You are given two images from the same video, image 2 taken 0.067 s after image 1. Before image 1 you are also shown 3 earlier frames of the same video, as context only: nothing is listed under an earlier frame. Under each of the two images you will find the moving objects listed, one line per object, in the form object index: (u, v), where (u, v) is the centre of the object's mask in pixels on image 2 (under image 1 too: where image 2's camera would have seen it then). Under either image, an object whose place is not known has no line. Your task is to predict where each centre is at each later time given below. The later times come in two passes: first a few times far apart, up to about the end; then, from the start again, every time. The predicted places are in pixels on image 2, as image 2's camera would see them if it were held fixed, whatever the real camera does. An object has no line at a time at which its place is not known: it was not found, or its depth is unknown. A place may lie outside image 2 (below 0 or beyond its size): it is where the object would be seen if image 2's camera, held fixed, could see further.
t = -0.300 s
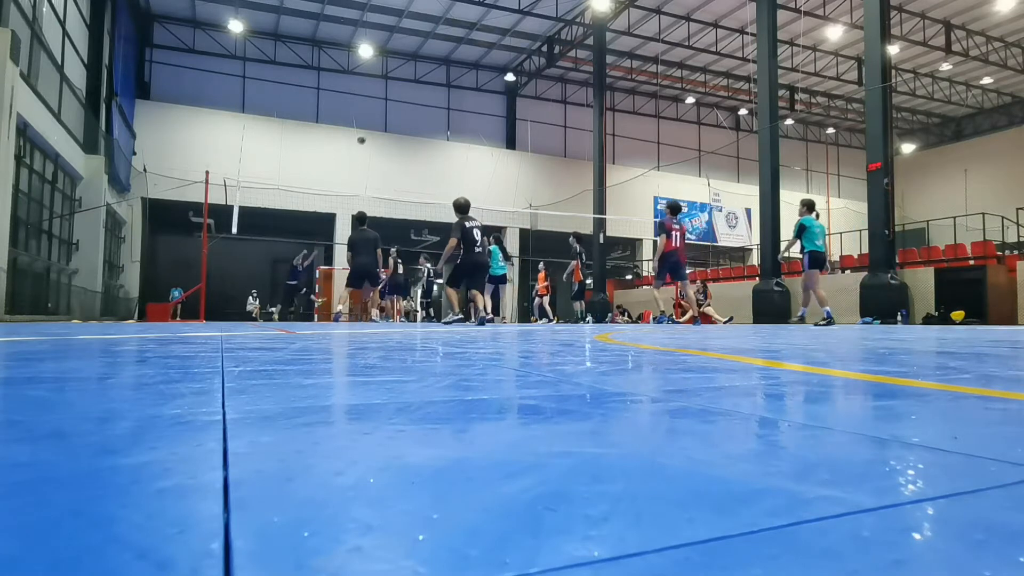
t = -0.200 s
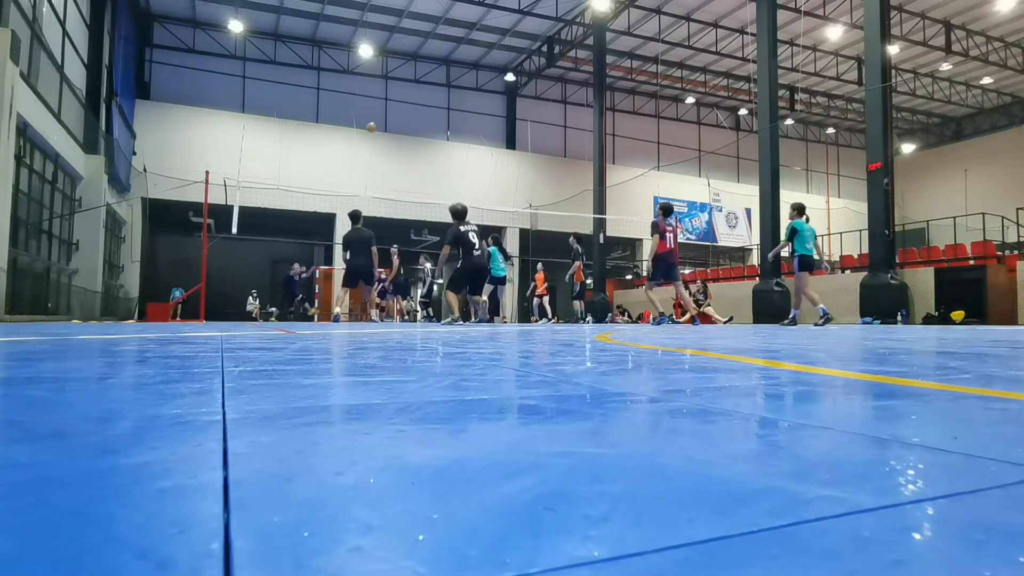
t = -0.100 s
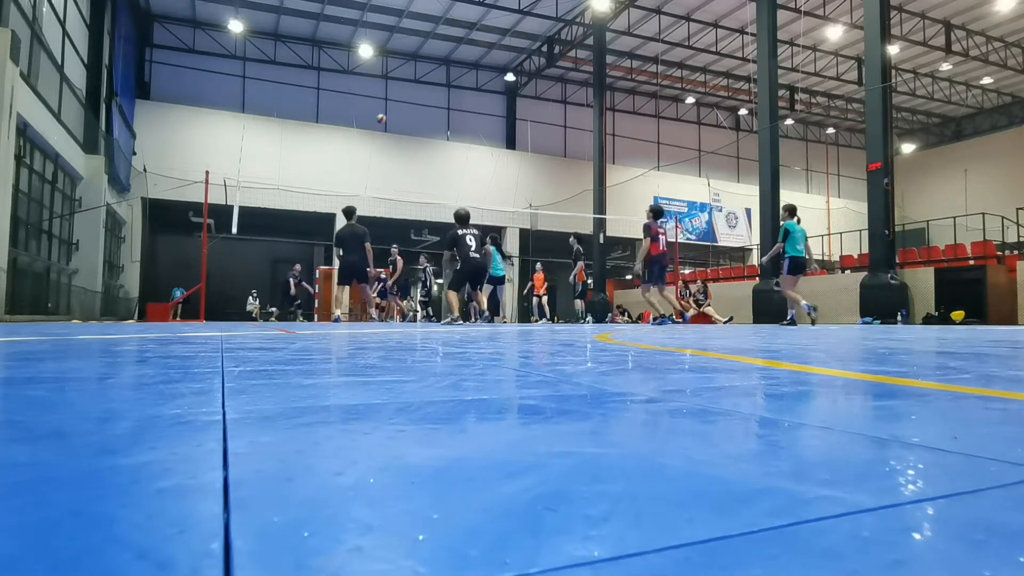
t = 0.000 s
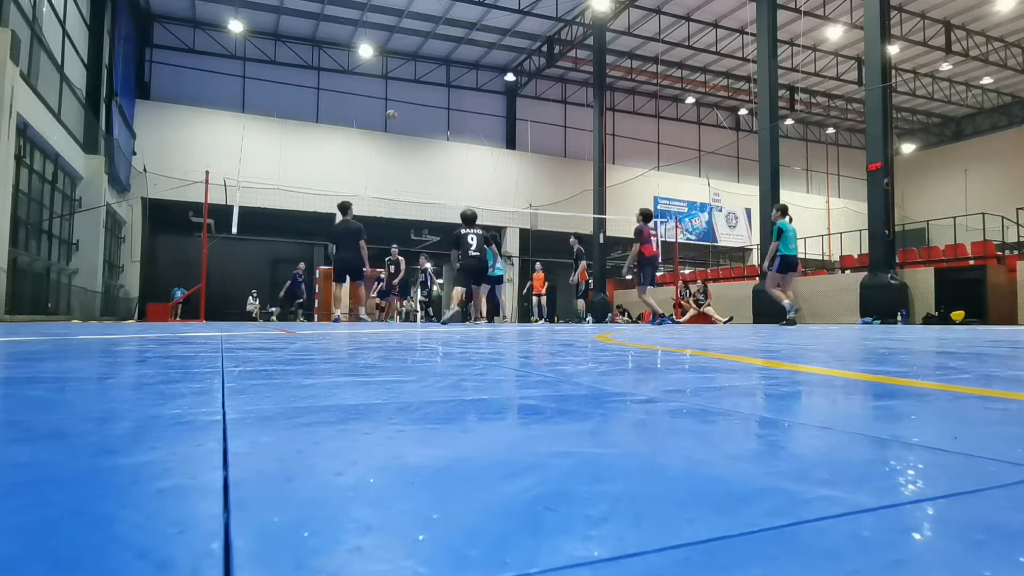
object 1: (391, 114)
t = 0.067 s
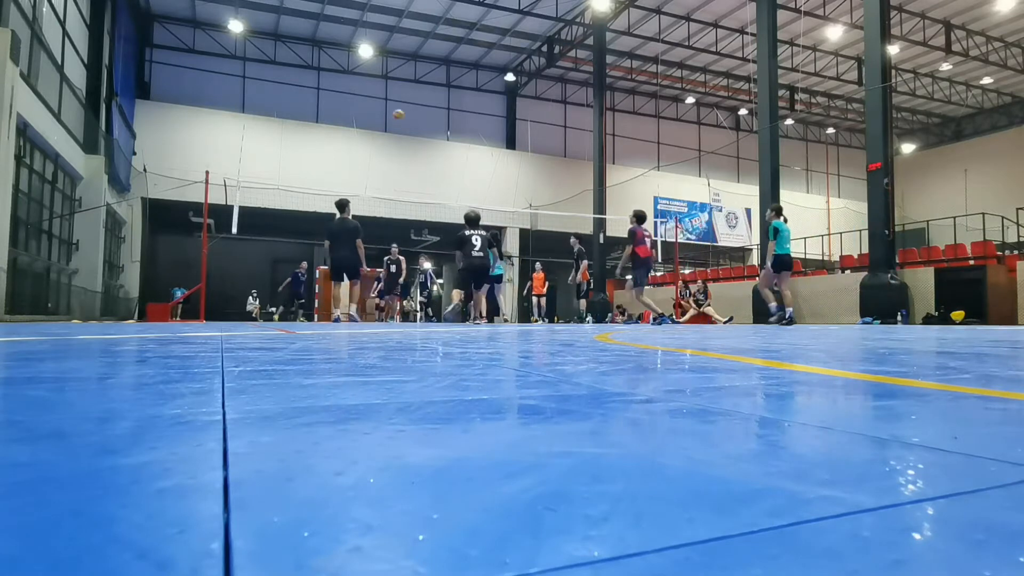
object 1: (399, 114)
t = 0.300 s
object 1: (425, 128)
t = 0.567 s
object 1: (459, 181)
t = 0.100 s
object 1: (402, 114)
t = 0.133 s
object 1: (406, 115)
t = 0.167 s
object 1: (410, 117)
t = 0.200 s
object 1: (413, 119)
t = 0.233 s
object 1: (417, 121)
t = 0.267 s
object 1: (421, 125)
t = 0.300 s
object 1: (425, 128)
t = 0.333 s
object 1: (429, 132)
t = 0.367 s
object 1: (433, 138)
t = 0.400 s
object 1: (437, 143)
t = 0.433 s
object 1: (441, 149)
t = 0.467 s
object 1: (445, 156)
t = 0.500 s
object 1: (450, 164)
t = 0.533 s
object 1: (454, 173)
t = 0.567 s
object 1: (459, 181)
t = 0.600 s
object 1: (463, 192)
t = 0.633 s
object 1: (468, 201)
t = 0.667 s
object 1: (473, 212)
